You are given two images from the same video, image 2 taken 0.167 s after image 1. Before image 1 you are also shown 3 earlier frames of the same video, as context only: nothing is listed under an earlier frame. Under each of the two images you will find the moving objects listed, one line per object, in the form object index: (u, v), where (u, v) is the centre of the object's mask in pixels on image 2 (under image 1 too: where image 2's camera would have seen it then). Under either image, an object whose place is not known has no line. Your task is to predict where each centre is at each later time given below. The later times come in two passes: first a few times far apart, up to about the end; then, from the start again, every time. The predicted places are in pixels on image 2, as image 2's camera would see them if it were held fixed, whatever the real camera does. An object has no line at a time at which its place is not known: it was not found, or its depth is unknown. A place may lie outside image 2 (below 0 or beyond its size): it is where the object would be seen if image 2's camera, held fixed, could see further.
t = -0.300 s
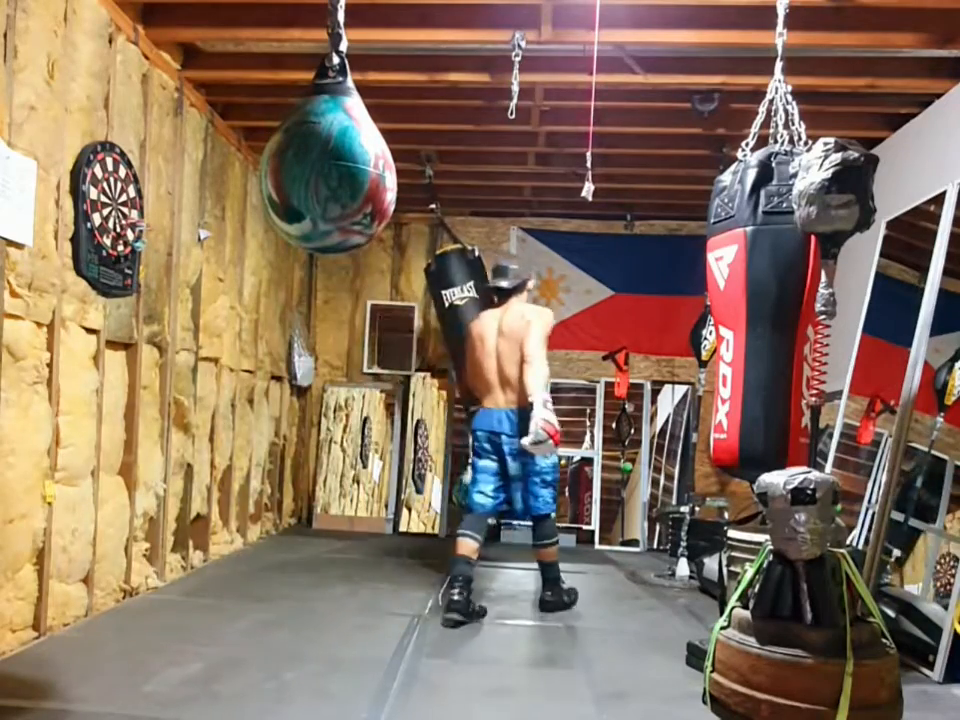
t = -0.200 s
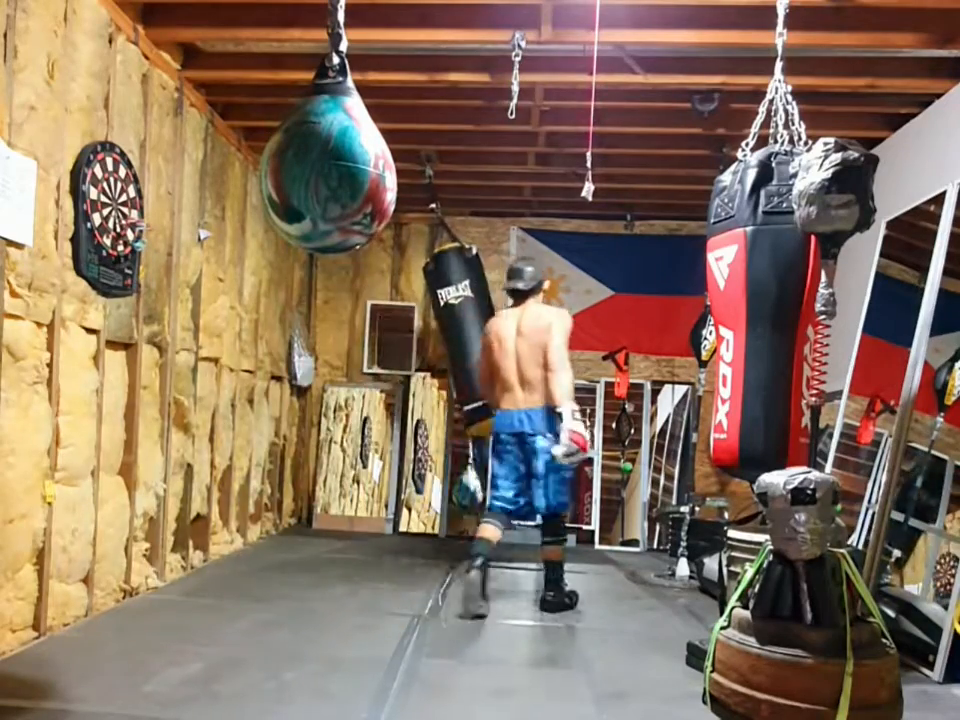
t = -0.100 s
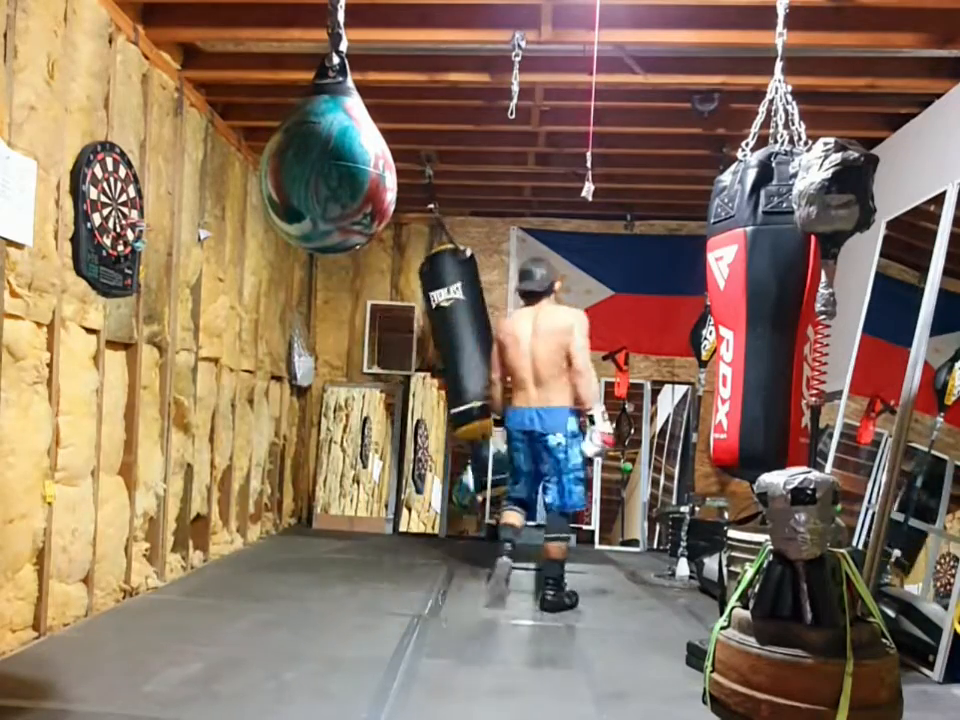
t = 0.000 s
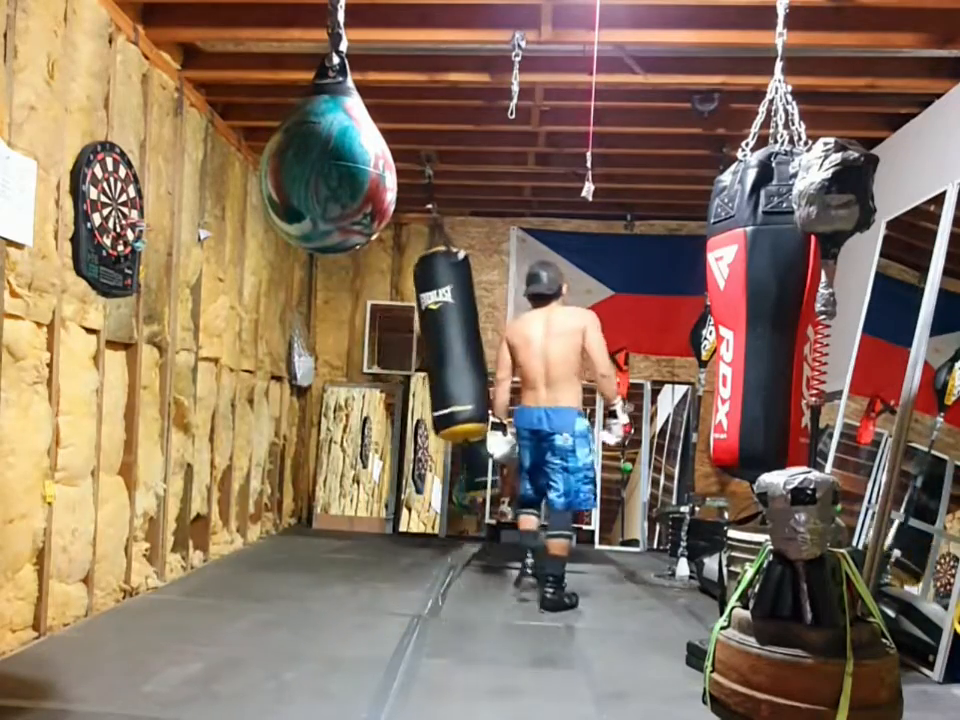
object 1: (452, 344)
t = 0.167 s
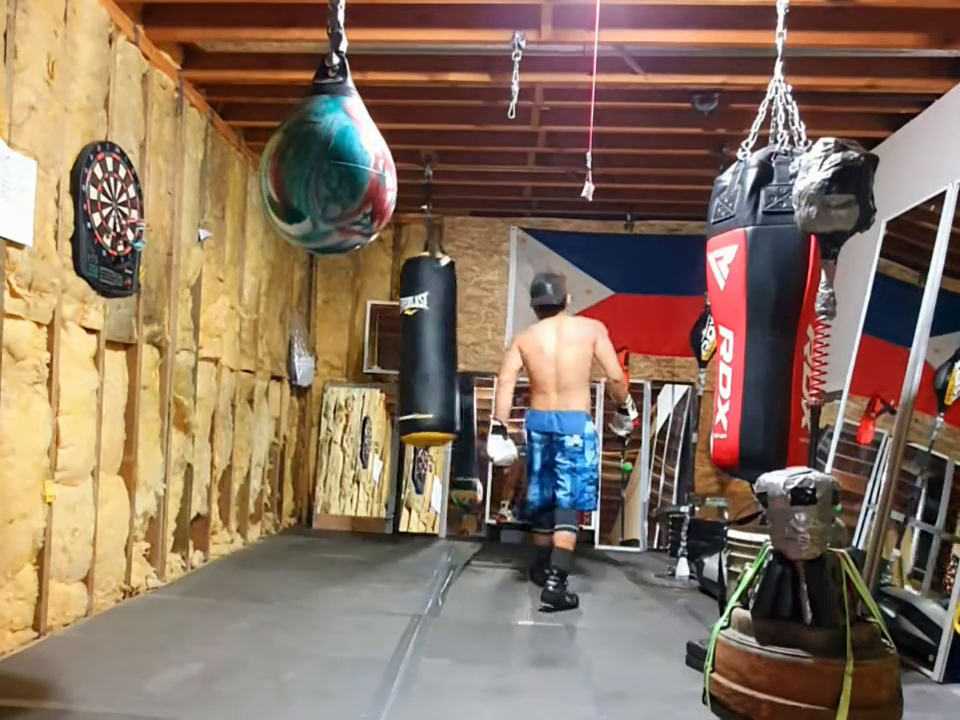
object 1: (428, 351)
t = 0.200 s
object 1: (423, 350)
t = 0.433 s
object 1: (388, 348)
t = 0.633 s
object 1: (372, 344)
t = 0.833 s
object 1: (369, 341)
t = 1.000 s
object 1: (377, 343)
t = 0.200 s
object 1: (423, 350)
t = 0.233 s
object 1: (417, 351)
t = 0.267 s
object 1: (412, 351)
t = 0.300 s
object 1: (407, 352)
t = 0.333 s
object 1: (402, 351)
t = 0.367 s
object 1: (397, 350)
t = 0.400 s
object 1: (393, 349)
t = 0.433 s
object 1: (388, 348)
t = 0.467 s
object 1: (385, 347)
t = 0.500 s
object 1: (381, 347)
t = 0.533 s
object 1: (379, 347)
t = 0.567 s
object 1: (376, 345)
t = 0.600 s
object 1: (374, 345)
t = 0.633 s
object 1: (372, 344)
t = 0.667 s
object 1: (371, 343)
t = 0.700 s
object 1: (370, 342)
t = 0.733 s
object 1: (369, 342)
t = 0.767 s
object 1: (369, 341)
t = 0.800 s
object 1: (368, 341)
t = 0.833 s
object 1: (369, 341)
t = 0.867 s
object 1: (369, 341)
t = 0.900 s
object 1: (370, 341)
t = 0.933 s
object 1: (372, 342)
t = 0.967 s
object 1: (375, 342)
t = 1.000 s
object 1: (377, 343)
